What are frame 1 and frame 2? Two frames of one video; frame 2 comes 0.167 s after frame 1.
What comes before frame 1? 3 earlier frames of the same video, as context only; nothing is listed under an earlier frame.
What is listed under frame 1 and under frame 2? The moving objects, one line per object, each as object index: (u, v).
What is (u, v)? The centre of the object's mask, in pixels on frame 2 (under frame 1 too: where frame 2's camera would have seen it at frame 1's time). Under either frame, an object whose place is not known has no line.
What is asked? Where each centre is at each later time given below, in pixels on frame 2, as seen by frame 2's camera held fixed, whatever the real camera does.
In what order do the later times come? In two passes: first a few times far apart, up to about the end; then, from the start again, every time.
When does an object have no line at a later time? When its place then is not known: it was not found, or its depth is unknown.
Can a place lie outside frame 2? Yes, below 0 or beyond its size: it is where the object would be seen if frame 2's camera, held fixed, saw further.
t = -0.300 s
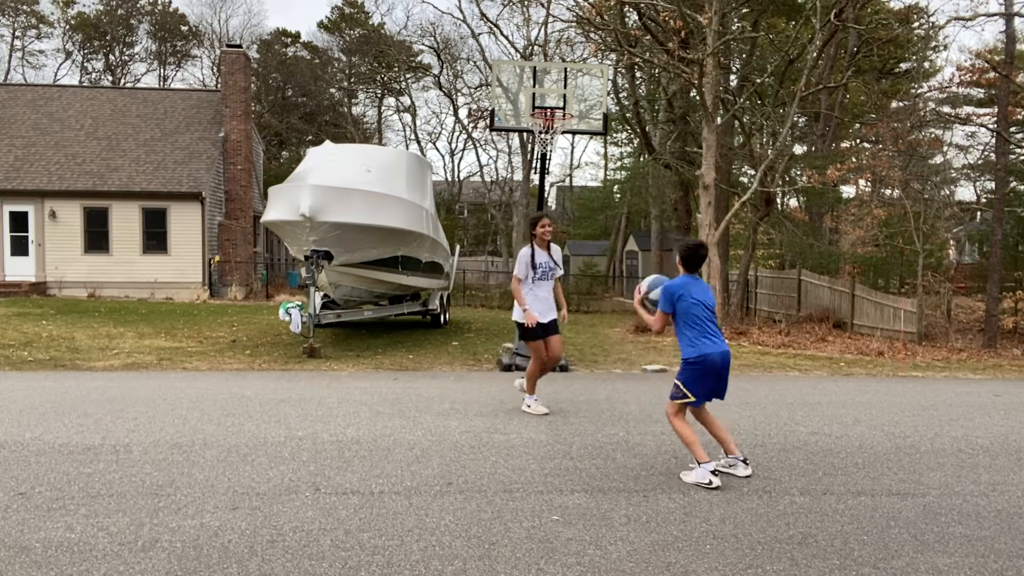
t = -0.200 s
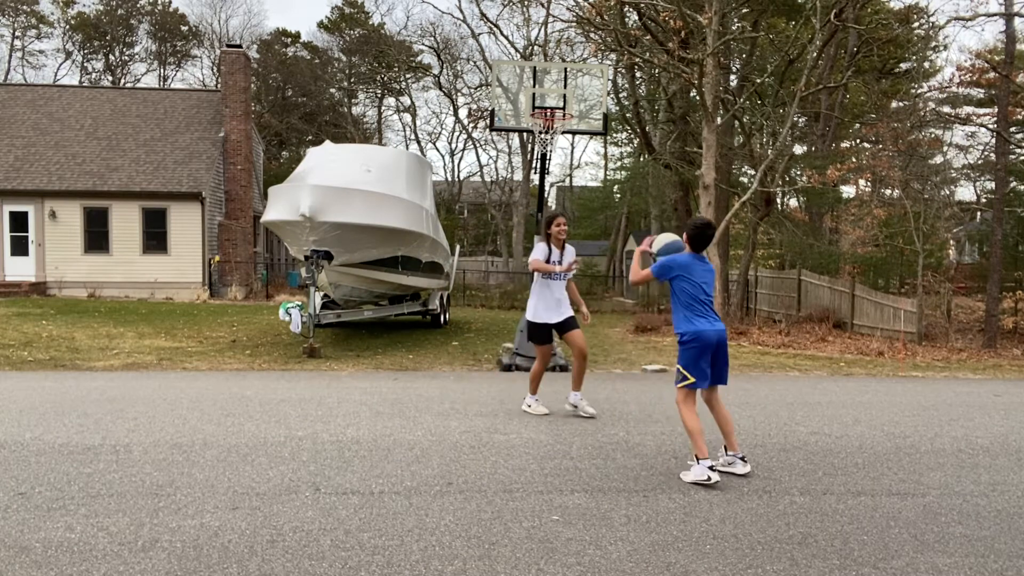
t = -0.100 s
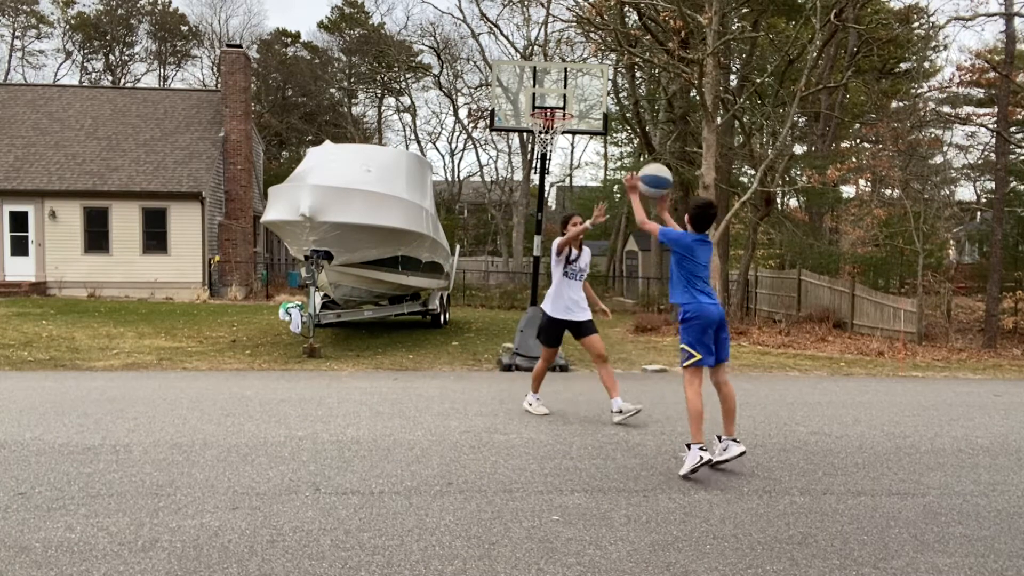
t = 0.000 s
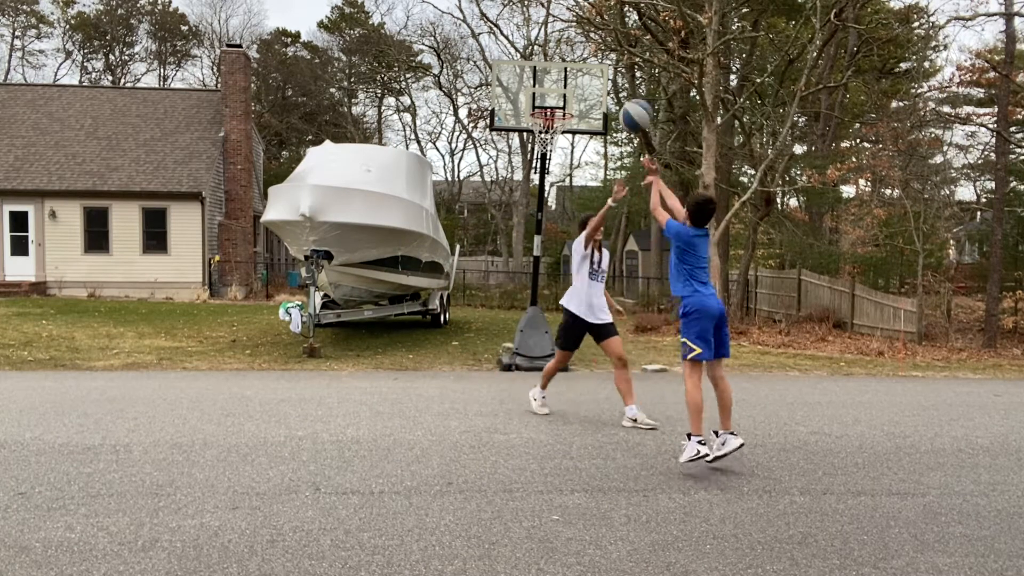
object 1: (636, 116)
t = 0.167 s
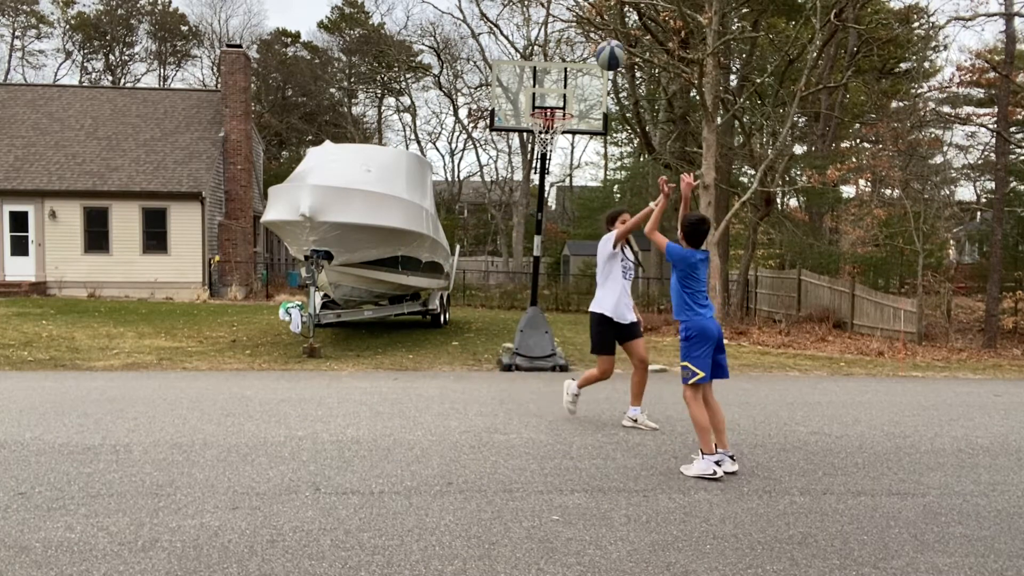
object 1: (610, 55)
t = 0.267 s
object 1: (597, 41)
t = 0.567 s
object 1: (564, 64)
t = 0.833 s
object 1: (541, 142)
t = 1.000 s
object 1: (524, 215)
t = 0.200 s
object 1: (606, 49)
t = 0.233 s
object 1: (601, 44)
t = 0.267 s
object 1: (597, 41)
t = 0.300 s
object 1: (593, 38)
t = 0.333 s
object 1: (589, 37)
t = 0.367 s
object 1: (585, 38)
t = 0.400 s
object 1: (582, 40)
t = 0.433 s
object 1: (578, 42)
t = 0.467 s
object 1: (575, 46)
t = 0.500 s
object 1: (572, 52)
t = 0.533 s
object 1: (568, 58)
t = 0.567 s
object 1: (564, 64)
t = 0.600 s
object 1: (561, 73)
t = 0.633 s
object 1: (558, 81)
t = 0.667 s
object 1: (555, 91)
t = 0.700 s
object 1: (552, 100)
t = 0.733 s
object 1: (549, 110)
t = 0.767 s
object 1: (546, 120)
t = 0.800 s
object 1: (544, 131)
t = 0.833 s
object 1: (541, 142)
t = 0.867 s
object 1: (537, 155)
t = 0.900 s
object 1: (533, 169)
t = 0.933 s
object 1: (530, 182)
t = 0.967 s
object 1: (526, 199)
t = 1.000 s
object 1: (524, 215)
